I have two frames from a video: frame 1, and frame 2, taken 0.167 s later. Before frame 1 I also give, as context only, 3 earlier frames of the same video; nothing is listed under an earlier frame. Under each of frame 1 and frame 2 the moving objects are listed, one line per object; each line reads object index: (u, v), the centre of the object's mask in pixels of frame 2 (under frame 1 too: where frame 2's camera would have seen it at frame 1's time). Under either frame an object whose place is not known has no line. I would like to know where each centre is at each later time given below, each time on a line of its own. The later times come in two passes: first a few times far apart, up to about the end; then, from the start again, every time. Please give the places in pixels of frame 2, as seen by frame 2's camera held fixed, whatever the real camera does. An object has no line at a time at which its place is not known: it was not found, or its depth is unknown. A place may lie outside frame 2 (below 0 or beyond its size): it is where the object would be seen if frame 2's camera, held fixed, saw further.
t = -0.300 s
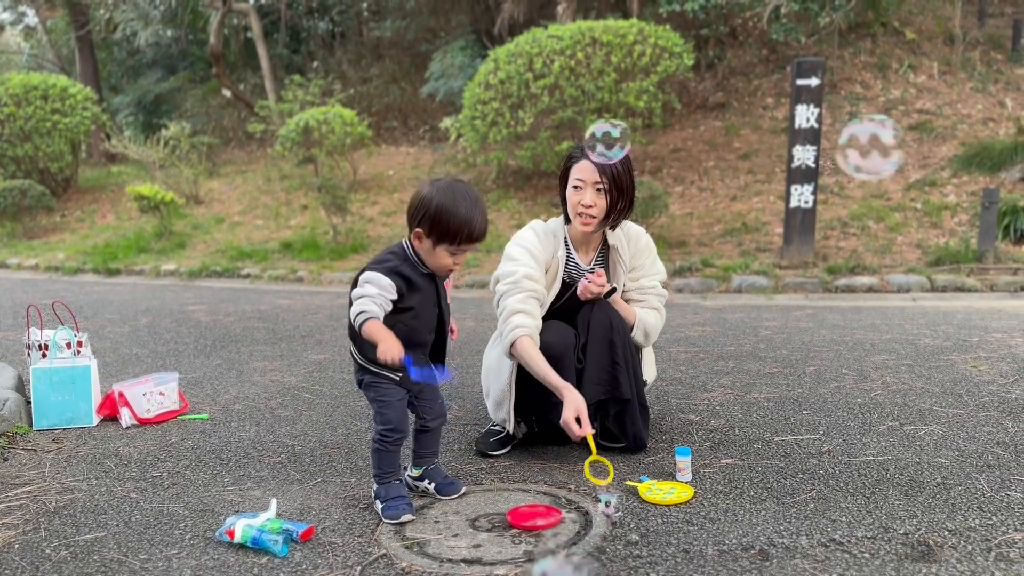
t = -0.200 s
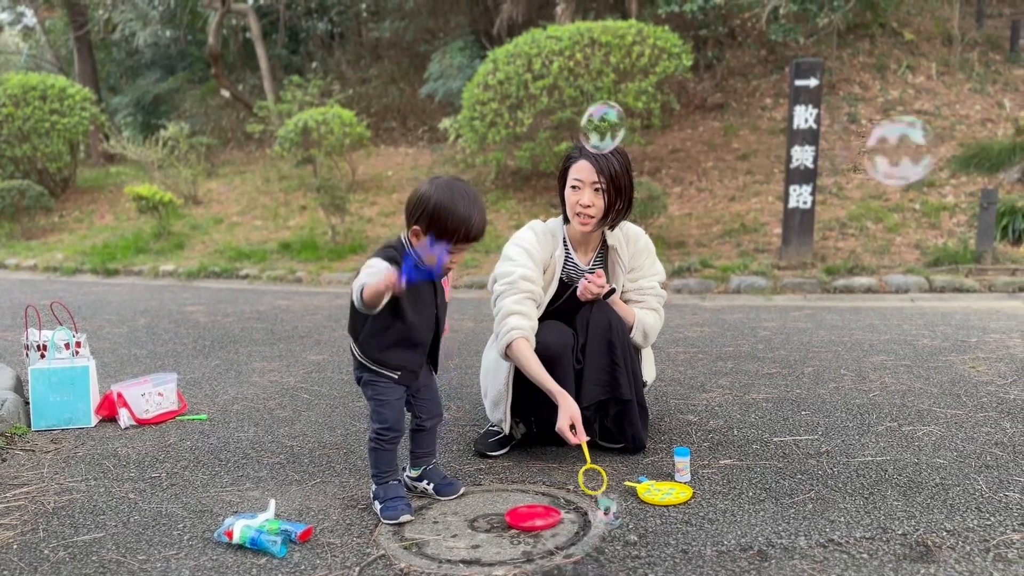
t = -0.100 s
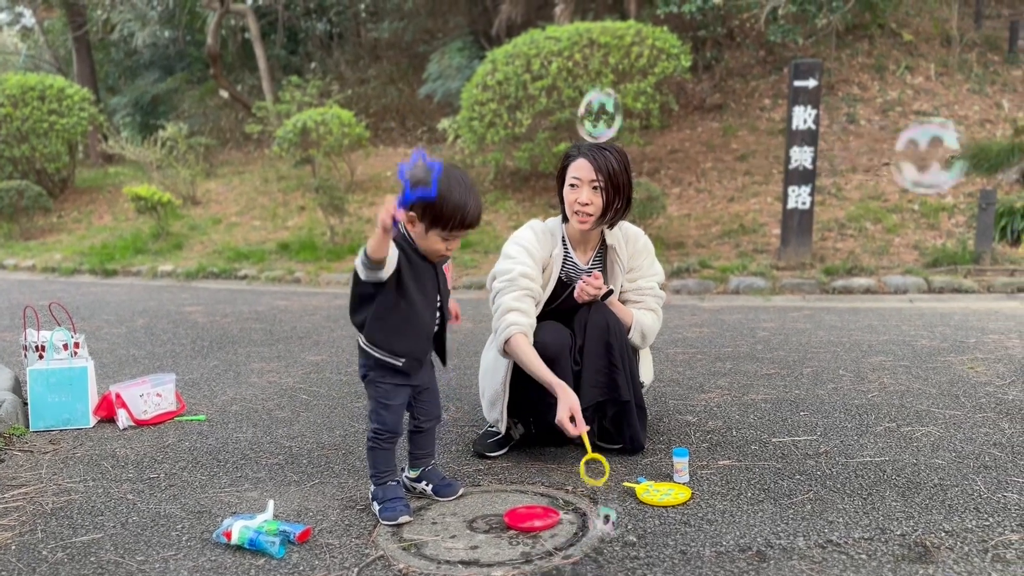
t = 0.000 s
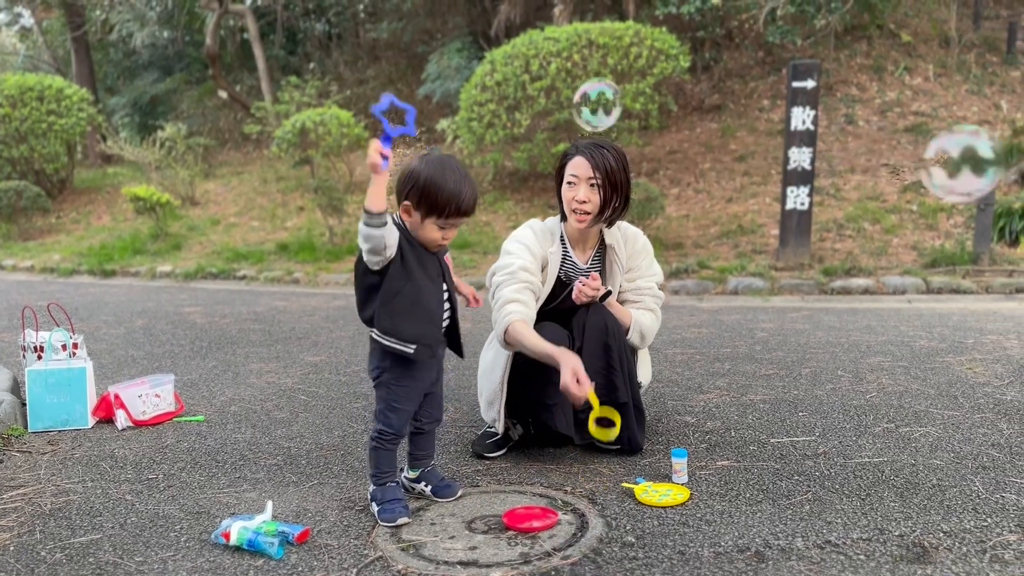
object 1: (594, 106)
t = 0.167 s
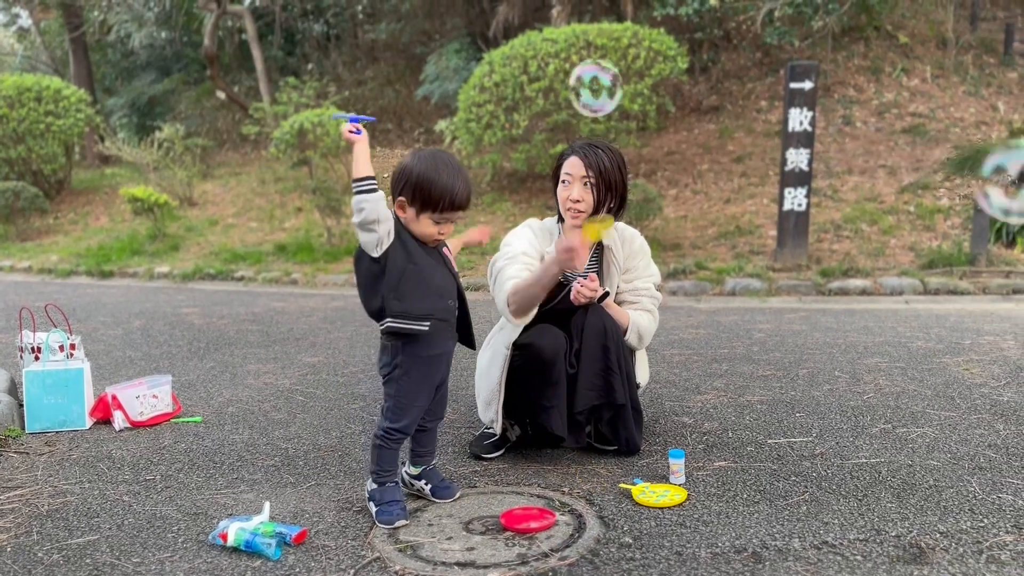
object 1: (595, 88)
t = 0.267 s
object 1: (597, 78)
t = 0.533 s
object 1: (600, 54)
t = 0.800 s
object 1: (626, 42)
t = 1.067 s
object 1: (662, 51)
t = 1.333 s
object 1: (730, 101)
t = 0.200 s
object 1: (596, 84)
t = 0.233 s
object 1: (597, 81)
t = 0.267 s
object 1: (597, 78)
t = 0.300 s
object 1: (597, 74)
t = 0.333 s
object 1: (598, 70)
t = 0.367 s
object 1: (598, 68)
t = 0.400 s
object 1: (598, 65)
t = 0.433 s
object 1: (599, 62)
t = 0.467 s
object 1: (599, 59)
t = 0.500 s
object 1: (599, 57)
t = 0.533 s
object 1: (600, 54)
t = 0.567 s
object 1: (602, 52)
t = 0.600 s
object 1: (604, 50)
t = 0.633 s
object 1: (606, 49)
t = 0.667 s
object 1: (609, 47)
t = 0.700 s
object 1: (613, 46)
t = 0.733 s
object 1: (617, 44)
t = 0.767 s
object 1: (621, 43)
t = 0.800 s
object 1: (626, 42)
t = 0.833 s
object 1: (631, 41)
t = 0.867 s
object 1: (635, 41)
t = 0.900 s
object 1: (640, 41)
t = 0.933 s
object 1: (645, 41)
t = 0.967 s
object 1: (649, 43)
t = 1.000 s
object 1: (653, 45)
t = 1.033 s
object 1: (658, 47)
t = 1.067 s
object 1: (662, 51)
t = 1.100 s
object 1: (666, 56)
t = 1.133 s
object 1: (684, 76)
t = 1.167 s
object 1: (679, 71)
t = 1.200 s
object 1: (688, 79)
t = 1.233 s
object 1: (698, 87)
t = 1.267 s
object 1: (710, 95)
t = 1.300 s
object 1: (717, 102)
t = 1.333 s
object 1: (730, 101)
